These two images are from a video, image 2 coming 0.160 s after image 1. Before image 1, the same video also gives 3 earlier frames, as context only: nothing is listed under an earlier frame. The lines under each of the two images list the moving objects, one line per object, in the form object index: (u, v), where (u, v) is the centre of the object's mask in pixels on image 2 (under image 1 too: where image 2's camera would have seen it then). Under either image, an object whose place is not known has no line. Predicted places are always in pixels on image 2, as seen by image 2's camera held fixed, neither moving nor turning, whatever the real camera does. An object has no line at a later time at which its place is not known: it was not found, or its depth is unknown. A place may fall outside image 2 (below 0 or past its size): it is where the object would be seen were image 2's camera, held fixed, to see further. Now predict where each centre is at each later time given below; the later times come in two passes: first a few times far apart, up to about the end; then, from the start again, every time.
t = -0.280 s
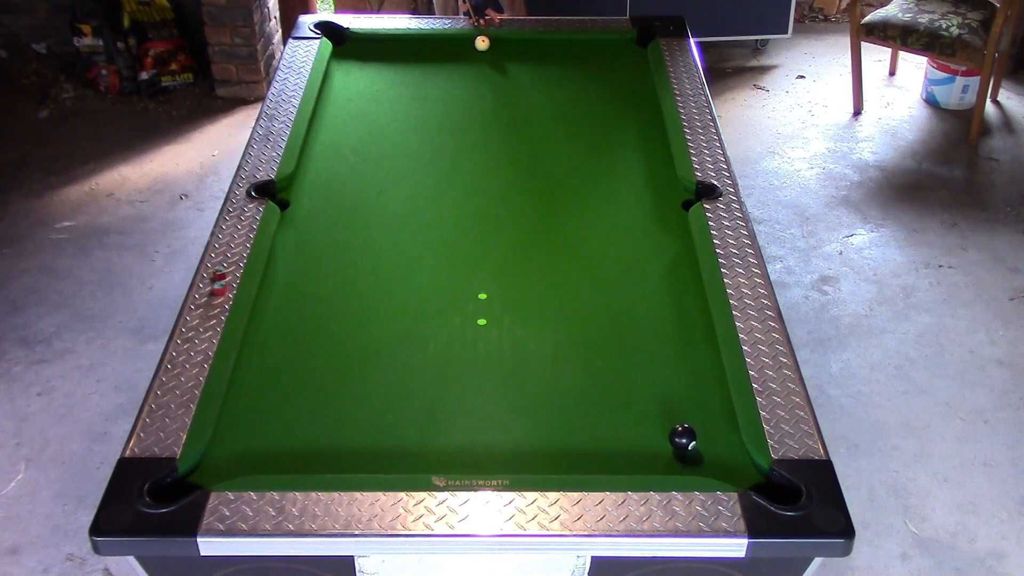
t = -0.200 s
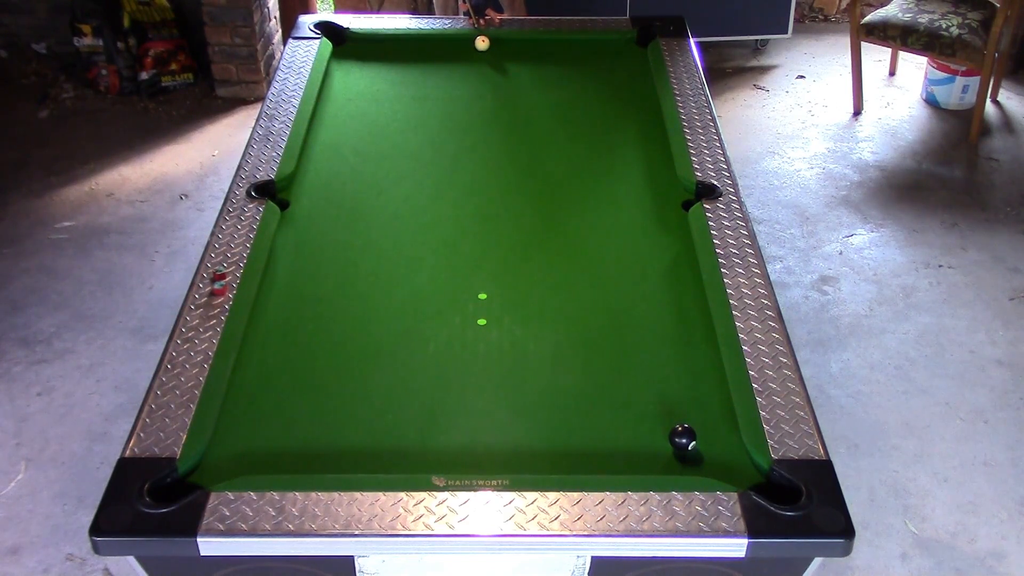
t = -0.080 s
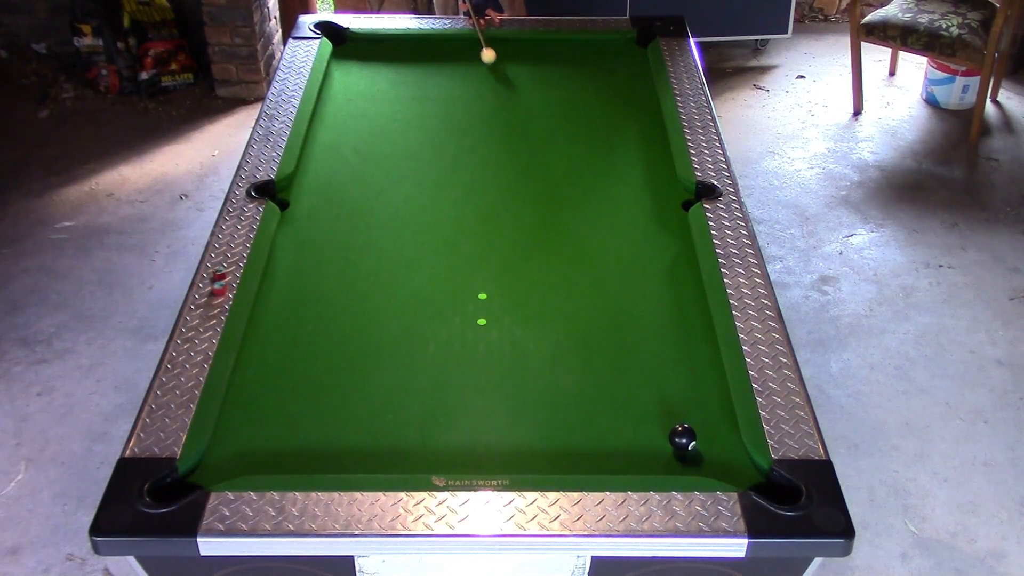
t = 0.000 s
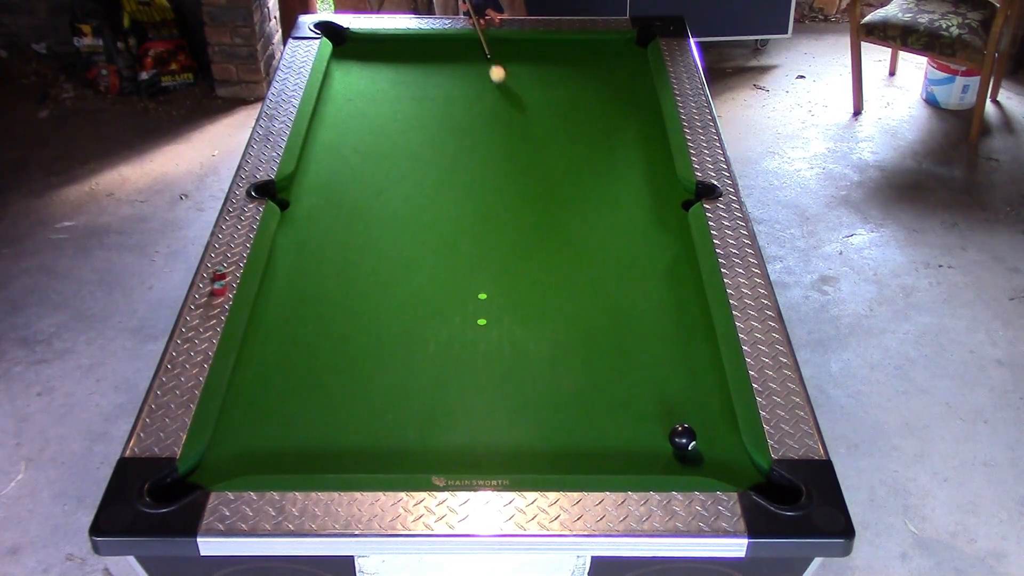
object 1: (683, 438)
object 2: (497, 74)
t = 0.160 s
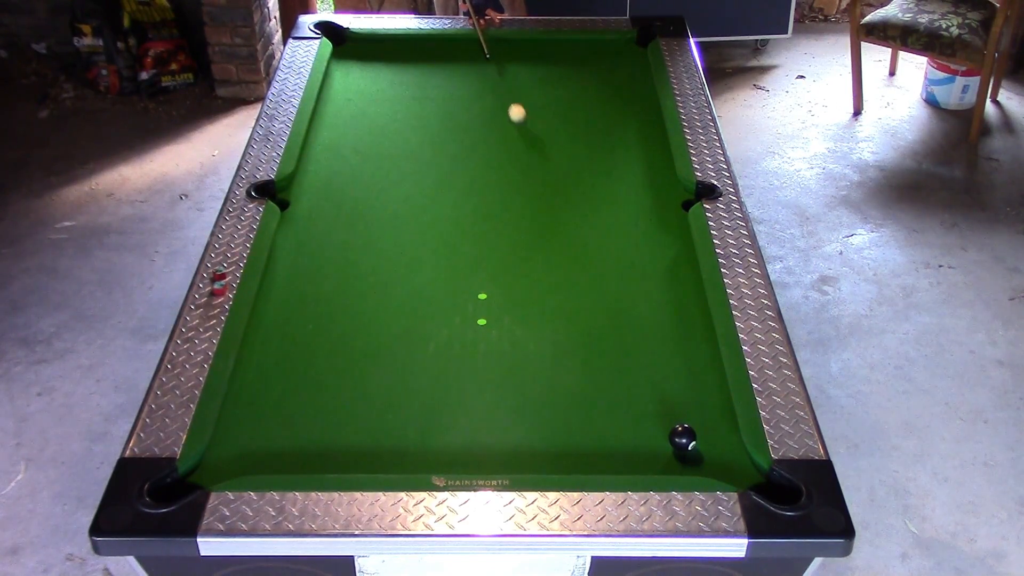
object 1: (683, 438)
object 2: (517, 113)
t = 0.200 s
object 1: (683, 438)
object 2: (522, 124)
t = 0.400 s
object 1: (683, 438)
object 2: (550, 182)
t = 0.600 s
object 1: (683, 438)
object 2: (584, 251)
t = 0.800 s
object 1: (682, 438)
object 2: (624, 332)
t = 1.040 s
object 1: (704, 463)
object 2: (660, 424)
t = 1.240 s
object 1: (728, 458)
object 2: (647, 449)
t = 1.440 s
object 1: (693, 460)
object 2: (633, 466)
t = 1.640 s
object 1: (660, 462)
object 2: (619, 453)
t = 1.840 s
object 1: (631, 463)
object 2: (606, 442)
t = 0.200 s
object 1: (683, 438)
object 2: (522, 124)
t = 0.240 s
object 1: (682, 438)
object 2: (527, 135)
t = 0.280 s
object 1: (683, 438)
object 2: (533, 146)
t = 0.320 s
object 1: (683, 438)
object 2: (539, 158)
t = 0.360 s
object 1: (683, 438)
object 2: (544, 170)
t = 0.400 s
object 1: (683, 438)
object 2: (550, 182)
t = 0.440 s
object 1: (683, 438)
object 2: (557, 195)
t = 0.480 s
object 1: (683, 438)
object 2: (563, 208)
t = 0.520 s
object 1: (683, 438)
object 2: (570, 222)
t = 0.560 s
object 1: (683, 438)
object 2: (577, 236)
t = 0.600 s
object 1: (683, 438)
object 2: (584, 251)
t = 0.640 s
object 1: (683, 438)
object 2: (592, 266)
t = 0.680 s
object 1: (683, 438)
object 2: (599, 281)
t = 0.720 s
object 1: (683, 438)
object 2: (607, 298)
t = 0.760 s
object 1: (683, 438)
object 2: (615, 315)
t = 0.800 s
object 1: (682, 438)
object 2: (624, 332)
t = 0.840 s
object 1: (683, 438)
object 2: (633, 350)
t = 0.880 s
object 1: (683, 438)
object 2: (642, 369)
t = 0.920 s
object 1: (682, 438)
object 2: (652, 389)
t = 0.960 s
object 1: (683, 438)
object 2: (661, 409)
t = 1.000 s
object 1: (689, 445)
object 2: (665, 422)
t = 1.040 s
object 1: (704, 463)
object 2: (660, 424)
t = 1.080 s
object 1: (715, 469)
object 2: (657, 429)
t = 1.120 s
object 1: (725, 466)
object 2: (654, 434)
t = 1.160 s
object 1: (734, 461)
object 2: (652, 439)
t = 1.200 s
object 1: (737, 457)
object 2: (649, 444)
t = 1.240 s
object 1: (728, 458)
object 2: (647, 449)
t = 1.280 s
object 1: (721, 458)
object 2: (644, 453)
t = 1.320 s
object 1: (714, 459)
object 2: (641, 458)
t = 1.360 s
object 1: (708, 459)
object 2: (639, 462)
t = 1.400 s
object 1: (700, 459)
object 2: (636, 466)
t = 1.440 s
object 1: (693, 460)
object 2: (633, 466)
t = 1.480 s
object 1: (686, 460)
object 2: (630, 463)
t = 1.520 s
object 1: (680, 461)
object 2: (628, 461)
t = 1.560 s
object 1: (673, 462)
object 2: (625, 458)
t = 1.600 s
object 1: (667, 462)
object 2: (622, 456)
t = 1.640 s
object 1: (660, 462)
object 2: (619, 453)
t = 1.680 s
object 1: (654, 462)
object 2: (616, 451)
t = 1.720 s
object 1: (648, 462)
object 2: (614, 449)
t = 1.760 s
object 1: (642, 462)
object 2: (611, 446)
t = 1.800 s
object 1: (636, 462)
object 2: (609, 444)
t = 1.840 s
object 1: (631, 463)
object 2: (606, 442)
